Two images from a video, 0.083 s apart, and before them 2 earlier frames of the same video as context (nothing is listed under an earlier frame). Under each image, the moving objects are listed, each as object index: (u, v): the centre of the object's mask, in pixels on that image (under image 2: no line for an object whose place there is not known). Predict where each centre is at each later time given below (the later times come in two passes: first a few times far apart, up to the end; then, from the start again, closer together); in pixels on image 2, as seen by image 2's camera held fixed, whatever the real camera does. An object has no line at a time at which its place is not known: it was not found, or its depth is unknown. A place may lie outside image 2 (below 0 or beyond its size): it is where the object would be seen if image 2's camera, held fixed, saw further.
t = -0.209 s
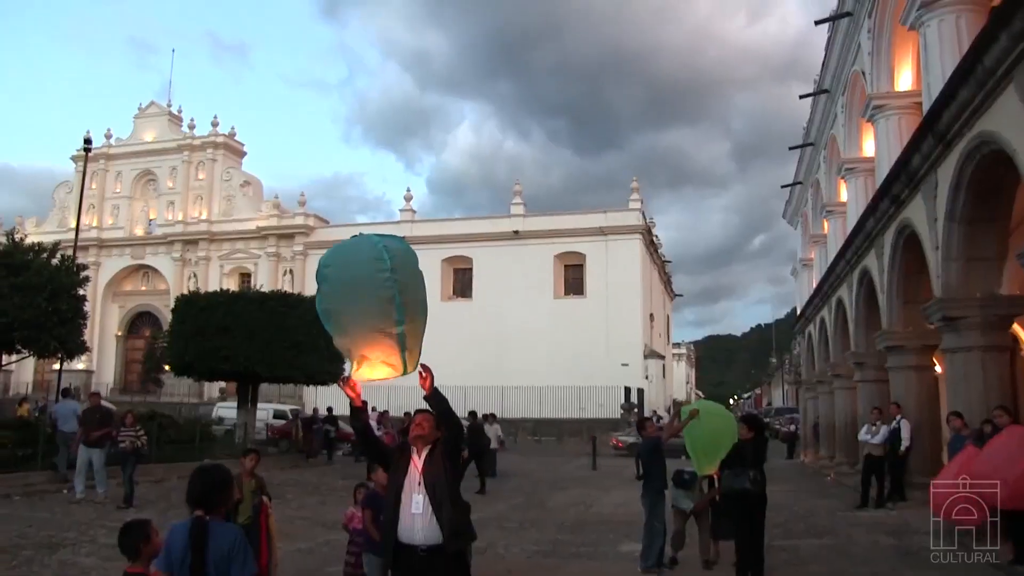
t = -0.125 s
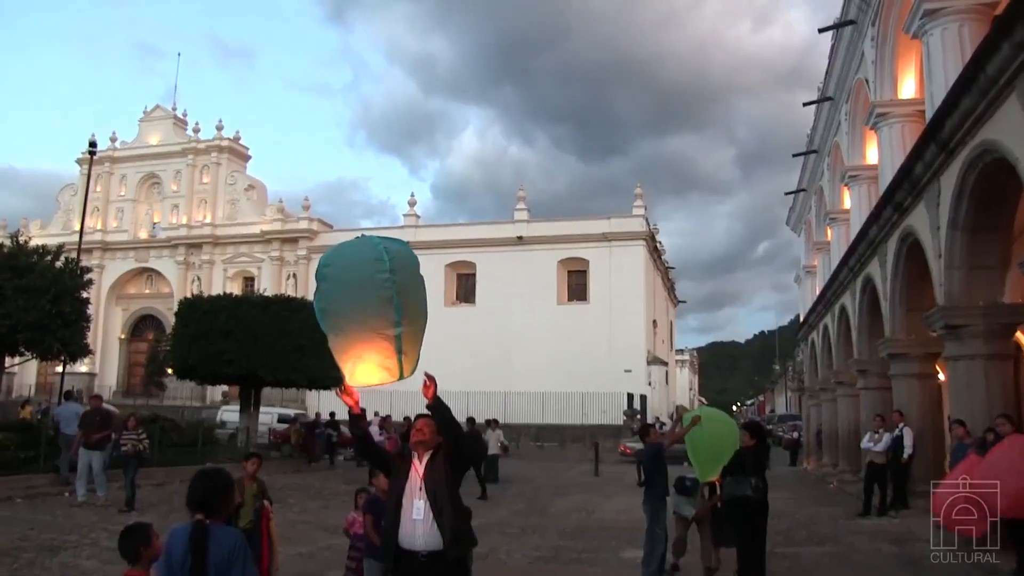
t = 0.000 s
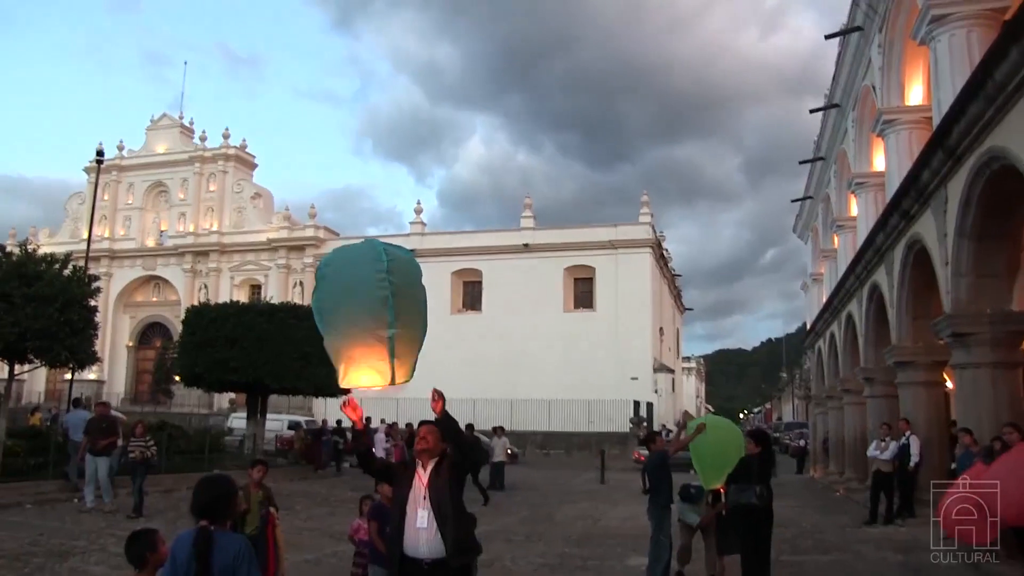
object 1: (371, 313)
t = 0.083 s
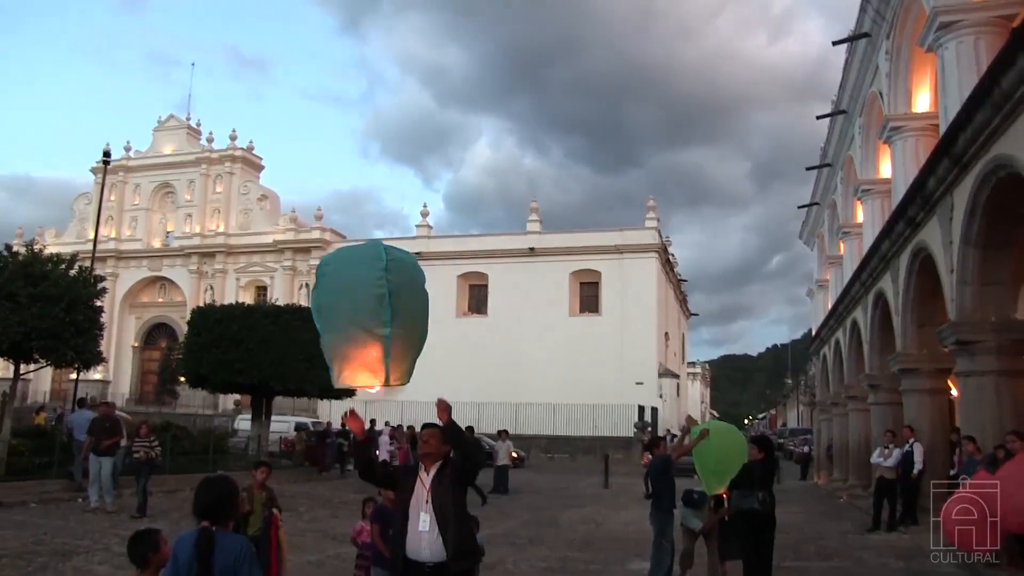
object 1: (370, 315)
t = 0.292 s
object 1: (354, 316)
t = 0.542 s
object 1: (330, 314)
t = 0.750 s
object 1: (303, 312)
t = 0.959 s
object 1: (271, 310)
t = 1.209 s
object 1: (231, 305)
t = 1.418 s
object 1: (200, 301)
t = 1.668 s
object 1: (157, 293)
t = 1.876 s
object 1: (115, 284)
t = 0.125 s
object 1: (368, 315)
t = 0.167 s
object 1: (365, 315)
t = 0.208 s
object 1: (361, 315)
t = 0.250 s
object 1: (358, 315)
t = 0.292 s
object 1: (354, 316)
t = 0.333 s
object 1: (350, 315)
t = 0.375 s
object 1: (347, 315)
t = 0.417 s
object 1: (343, 316)
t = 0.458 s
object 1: (339, 315)
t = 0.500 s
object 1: (334, 315)
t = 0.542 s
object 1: (330, 314)
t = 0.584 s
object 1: (325, 314)
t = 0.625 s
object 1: (320, 314)
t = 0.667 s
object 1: (314, 313)
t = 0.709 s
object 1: (309, 313)
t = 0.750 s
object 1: (303, 312)
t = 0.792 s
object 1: (297, 312)
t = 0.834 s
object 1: (291, 311)
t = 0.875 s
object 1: (283, 311)
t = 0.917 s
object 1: (278, 311)
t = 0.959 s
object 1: (271, 310)
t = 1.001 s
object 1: (264, 310)
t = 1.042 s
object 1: (257, 309)
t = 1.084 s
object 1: (251, 308)
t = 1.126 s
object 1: (244, 307)
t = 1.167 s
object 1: (238, 307)
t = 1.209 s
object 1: (231, 305)
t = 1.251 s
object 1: (225, 304)
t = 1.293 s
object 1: (219, 304)
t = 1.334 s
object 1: (213, 303)
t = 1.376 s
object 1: (206, 302)
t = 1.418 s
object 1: (200, 301)
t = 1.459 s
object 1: (192, 300)
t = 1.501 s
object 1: (186, 298)
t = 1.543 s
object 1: (179, 297)
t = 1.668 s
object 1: (157, 293)
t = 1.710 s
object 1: (150, 291)
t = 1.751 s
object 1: (142, 289)
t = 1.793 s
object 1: (133, 288)
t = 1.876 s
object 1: (115, 284)
